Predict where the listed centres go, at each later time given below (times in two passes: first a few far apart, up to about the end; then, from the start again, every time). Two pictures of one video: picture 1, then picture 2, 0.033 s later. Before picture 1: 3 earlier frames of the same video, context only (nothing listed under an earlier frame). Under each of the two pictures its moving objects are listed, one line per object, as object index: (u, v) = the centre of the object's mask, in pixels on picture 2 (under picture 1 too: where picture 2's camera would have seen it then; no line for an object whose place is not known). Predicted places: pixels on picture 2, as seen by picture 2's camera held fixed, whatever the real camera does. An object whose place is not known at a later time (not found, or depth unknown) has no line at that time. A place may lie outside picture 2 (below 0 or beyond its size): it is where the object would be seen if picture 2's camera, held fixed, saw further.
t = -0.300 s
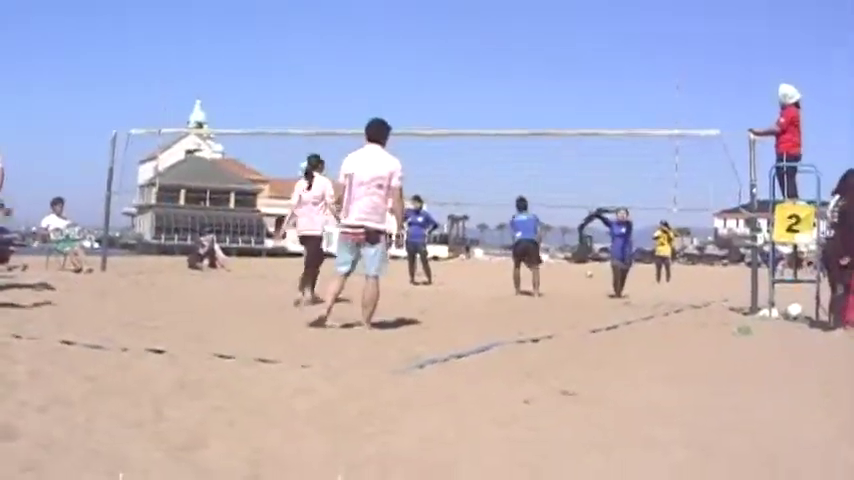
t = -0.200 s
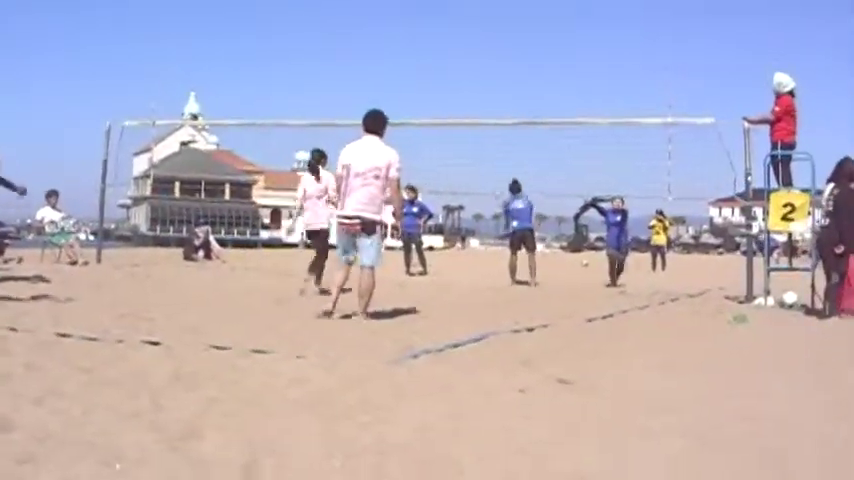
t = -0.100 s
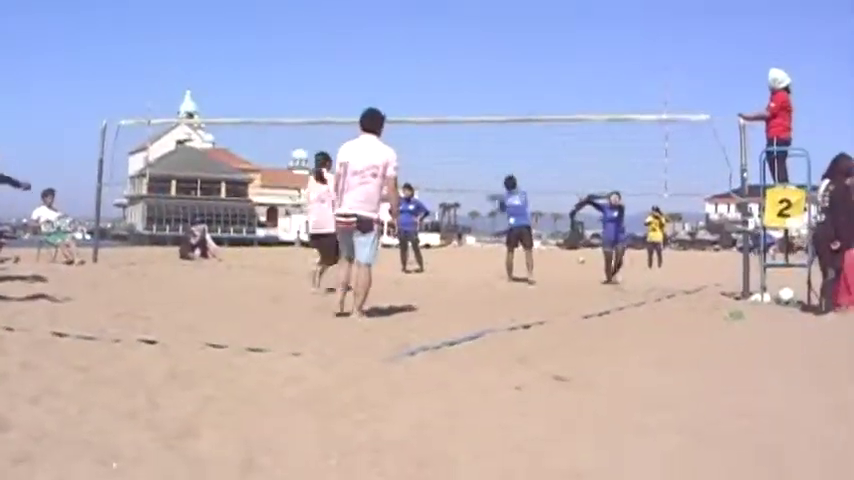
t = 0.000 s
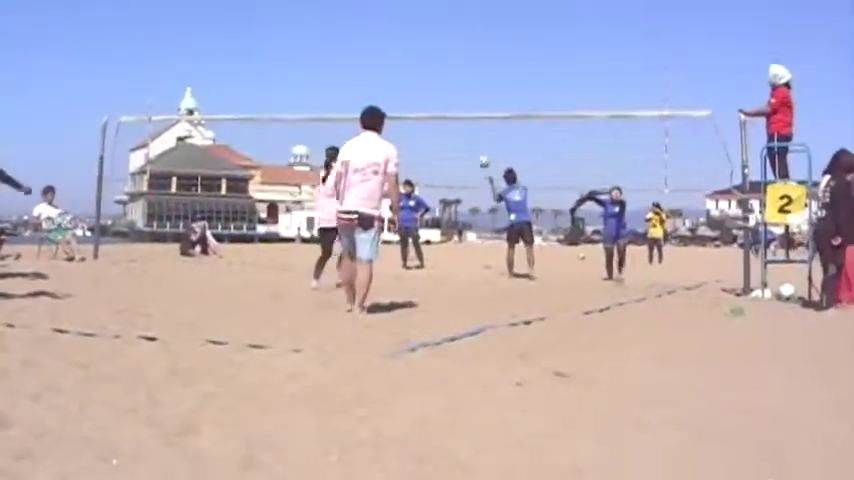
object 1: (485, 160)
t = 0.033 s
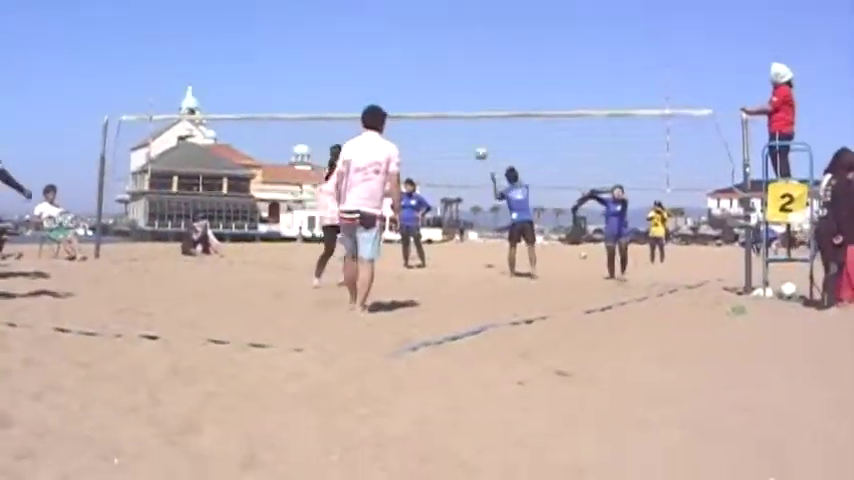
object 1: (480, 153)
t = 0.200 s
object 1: (463, 128)
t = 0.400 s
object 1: (444, 123)
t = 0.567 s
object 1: (432, 130)
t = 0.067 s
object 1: (476, 145)
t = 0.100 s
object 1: (472, 142)
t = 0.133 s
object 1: (468, 137)
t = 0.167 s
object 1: (465, 133)
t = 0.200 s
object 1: (463, 128)
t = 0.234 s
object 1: (460, 125)
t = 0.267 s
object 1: (456, 124)
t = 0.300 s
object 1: (454, 123)
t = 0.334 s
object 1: (451, 123)
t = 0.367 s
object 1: (447, 123)
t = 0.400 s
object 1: (444, 123)
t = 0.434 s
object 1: (442, 123)
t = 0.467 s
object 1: (439, 123)
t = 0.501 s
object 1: (437, 125)
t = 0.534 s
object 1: (435, 127)
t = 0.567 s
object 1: (432, 130)
